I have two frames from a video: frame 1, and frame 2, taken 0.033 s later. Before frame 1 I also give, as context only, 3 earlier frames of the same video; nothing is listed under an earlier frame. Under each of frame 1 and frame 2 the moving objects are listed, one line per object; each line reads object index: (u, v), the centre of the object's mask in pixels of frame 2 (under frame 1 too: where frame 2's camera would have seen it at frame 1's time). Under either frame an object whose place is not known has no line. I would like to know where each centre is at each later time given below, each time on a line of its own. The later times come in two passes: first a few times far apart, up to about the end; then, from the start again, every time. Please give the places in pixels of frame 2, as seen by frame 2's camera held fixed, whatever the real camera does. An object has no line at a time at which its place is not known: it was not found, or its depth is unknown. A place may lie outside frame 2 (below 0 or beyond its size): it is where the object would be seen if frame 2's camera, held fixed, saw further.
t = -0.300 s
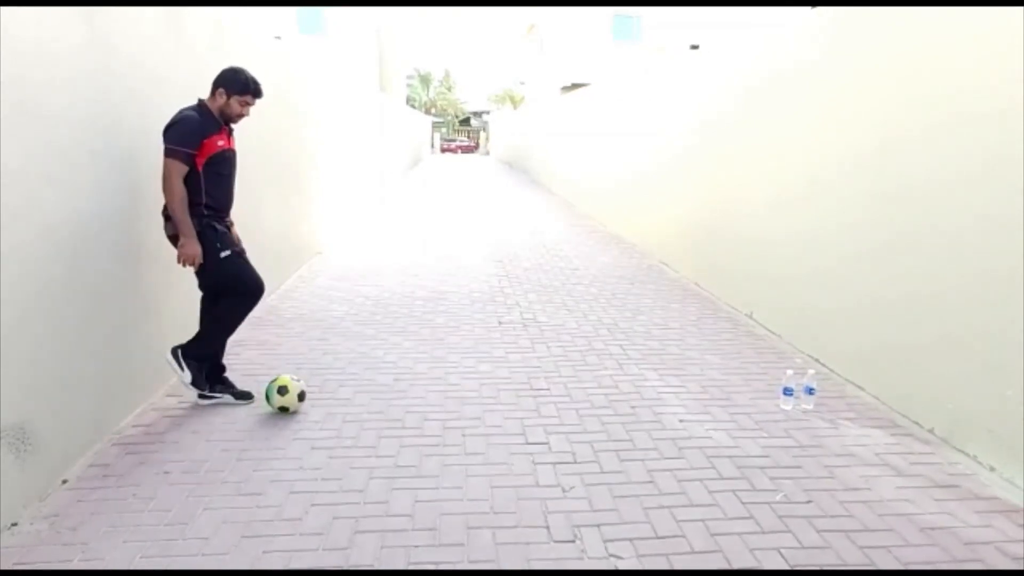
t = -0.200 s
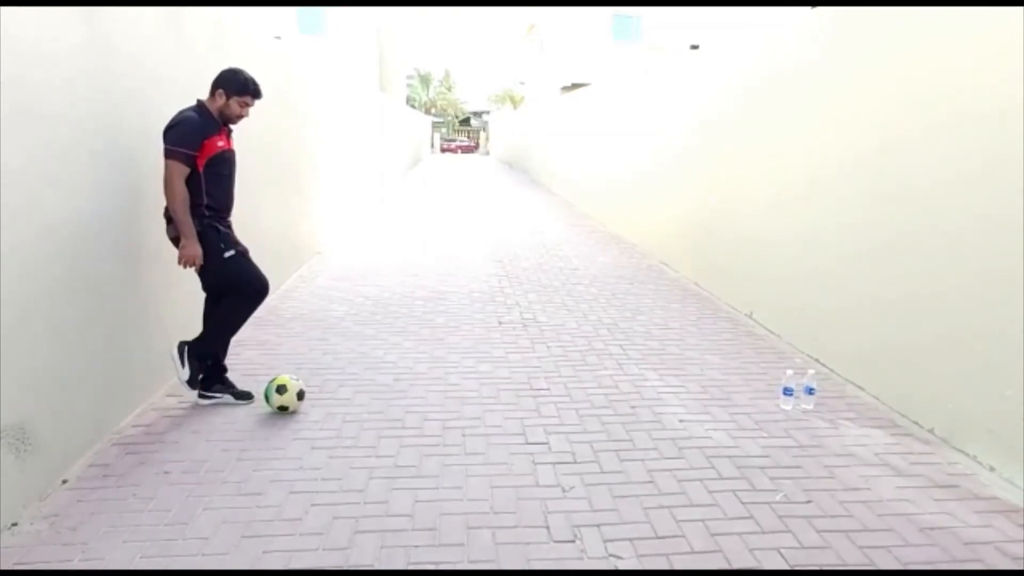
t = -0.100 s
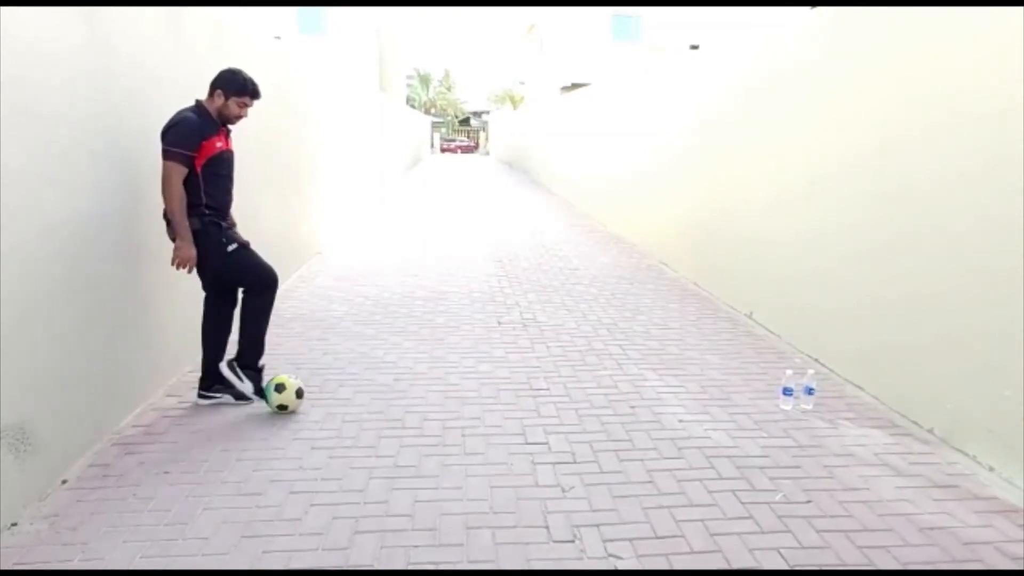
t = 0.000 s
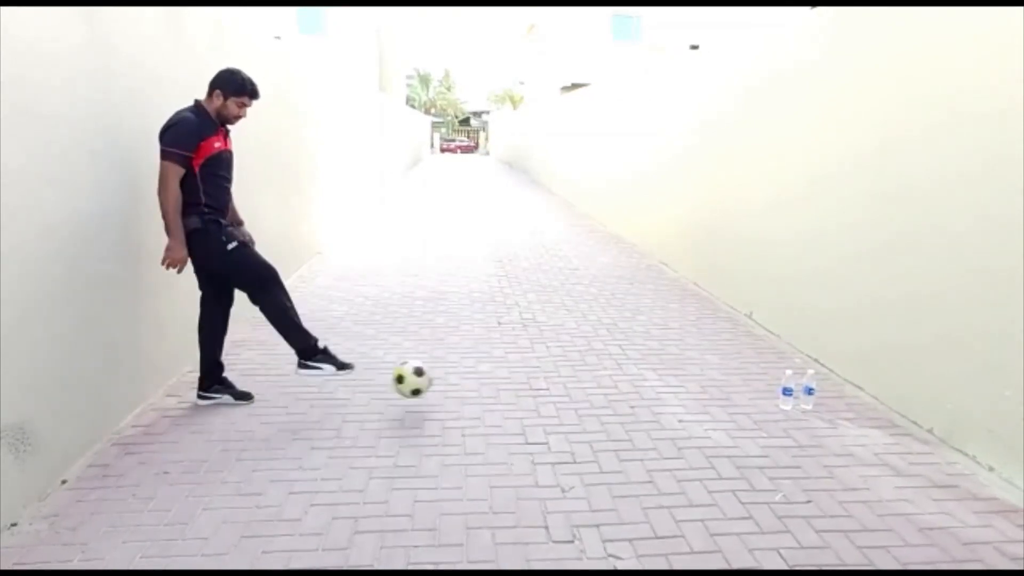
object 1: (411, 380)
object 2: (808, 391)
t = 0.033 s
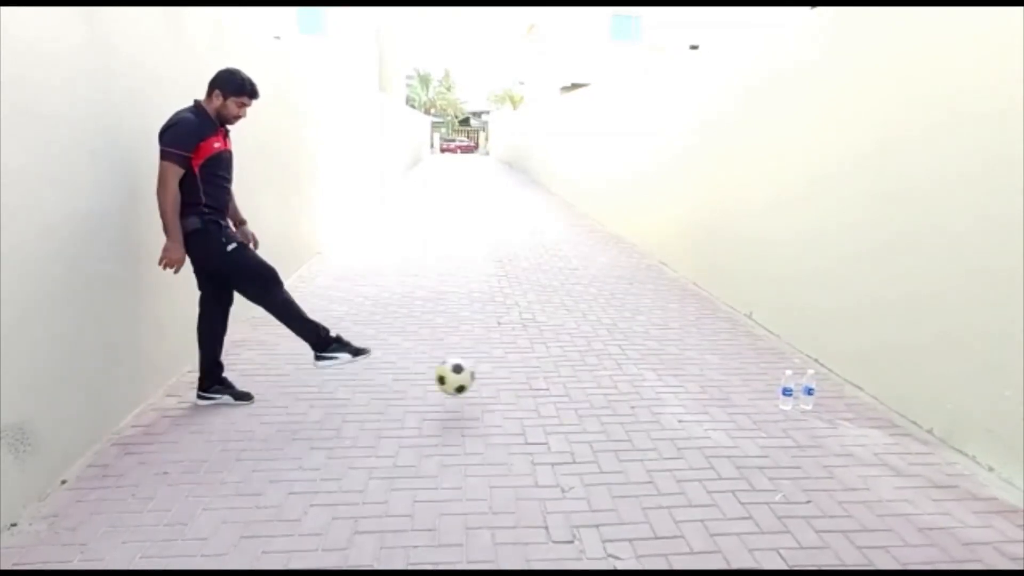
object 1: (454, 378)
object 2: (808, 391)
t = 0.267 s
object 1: (705, 388)
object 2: (807, 391)
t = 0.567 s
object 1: (783, 406)
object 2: (825, 394)
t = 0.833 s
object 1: (774, 426)
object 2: (840, 401)
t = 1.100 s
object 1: (759, 445)
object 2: (840, 401)
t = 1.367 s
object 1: (734, 451)
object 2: (837, 399)
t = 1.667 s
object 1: (696, 456)
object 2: (832, 395)
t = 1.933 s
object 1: (670, 455)
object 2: (826, 391)
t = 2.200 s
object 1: (652, 452)
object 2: (824, 389)
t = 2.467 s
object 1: (632, 444)
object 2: (820, 385)
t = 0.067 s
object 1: (496, 376)
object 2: (808, 391)
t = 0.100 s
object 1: (534, 376)
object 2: (808, 391)
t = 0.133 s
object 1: (572, 378)
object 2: (808, 391)
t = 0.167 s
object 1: (609, 383)
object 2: (808, 391)
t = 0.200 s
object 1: (645, 389)
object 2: (808, 391)
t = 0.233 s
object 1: (677, 394)
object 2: (808, 391)
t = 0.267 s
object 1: (705, 388)
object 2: (807, 391)
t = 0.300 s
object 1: (732, 385)
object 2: (807, 391)
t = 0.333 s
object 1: (757, 382)
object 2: (807, 391)
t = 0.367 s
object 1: (777, 381)
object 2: (807, 392)
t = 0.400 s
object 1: (778, 381)
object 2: (808, 392)
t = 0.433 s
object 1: (779, 382)
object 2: (810, 391)
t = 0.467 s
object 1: (781, 385)
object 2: (813, 392)
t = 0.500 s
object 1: (781, 390)
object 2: (817, 392)
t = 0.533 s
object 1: (781, 397)
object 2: (821, 392)
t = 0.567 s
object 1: (783, 406)
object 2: (825, 394)
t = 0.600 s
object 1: (781, 417)
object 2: (828, 398)
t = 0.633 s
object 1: (780, 426)
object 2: (832, 402)
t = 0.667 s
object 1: (780, 422)
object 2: (833, 402)
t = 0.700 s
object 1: (779, 419)
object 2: (835, 400)
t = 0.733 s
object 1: (778, 418)
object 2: (836, 399)
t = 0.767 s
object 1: (777, 419)
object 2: (837, 399)
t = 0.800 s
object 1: (776, 421)
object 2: (838, 400)
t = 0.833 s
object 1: (774, 426)
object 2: (840, 401)
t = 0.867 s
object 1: (772, 432)
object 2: (840, 402)
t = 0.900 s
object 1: (770, 438)
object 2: (840, 401)
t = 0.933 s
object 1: (768, 435)
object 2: (840, 400)
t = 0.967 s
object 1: (767, 433)
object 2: (840, 401)
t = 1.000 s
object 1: (765, 433)
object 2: (840, 402)
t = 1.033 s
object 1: (763, 435)
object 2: (840, 401)
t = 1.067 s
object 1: (761, 439)
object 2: (840, 401)
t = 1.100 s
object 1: (759, 445)
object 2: (840, 401)
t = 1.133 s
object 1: (757, 443)
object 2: (839, 400)
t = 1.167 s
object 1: (755, 443)
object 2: (839, 400)
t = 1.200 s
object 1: (752, 444)
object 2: (839, 400)
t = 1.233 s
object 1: (748, 449)
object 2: (839, 400)
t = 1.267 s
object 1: (745, 448)
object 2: (839, 400)
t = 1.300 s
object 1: (741, 448)
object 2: (839, 399)
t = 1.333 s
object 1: (738, 450)
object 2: (838, 399)
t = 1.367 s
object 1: (734, 451)
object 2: (837, 399)
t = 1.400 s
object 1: (729, 450)
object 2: (836, 398)
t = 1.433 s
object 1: (725, 451)
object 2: (836, 397)
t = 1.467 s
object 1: (721, 453)
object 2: (835, 397)
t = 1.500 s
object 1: (716, 453)
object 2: (836, 397)
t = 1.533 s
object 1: (712, 454)
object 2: (834, 396)
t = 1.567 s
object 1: (708, 455)
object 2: (833, 396)
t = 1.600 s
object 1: (703, 455)
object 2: (833, 396)
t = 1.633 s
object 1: (699, 455)
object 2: (832, 395)
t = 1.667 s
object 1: (696, 456)
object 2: (832, 395)
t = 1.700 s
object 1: (691, 456)
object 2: (831, 394)
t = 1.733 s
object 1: (688, 456)
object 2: (830, 394)
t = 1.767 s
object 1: (684, 456)
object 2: (831, 393)
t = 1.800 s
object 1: (681, 456)
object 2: (830, 393)
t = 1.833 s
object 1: (678, 455)
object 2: (827, 392)
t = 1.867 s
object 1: (675, 455)
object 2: (827, 392)
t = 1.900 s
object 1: (673, 455)
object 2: (827, 391)
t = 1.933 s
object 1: (670, 455)
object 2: (826, 391)
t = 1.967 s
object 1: (668, 455)
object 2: (826, 391)
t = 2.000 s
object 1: (666, 455)
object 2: (826, 391)
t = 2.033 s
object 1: (663, 454)
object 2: (826, 390)
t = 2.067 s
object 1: (661, 454)
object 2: (826, 390)
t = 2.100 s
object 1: (659, 453)
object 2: (825, 390)
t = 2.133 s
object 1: (657, 453)
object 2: (825, 390)
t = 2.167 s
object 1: (654, 453)
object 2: (825, 389)
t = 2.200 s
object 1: (652, 452)
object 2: (824, 389)
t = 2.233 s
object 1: (650, 452)
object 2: (824, 388)
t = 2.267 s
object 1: (648, 450)
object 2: (824, 388)
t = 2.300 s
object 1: (645, 450)
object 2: (824, 387)
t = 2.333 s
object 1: (643, 449)
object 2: (823, 387)
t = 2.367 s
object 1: (640, 448)
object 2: (823, 387)
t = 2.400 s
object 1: (637, 446)
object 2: (824, 386)
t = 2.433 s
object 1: (635, 445)
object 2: (823, 386)
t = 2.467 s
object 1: (632, 444)
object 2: (820, 385)
